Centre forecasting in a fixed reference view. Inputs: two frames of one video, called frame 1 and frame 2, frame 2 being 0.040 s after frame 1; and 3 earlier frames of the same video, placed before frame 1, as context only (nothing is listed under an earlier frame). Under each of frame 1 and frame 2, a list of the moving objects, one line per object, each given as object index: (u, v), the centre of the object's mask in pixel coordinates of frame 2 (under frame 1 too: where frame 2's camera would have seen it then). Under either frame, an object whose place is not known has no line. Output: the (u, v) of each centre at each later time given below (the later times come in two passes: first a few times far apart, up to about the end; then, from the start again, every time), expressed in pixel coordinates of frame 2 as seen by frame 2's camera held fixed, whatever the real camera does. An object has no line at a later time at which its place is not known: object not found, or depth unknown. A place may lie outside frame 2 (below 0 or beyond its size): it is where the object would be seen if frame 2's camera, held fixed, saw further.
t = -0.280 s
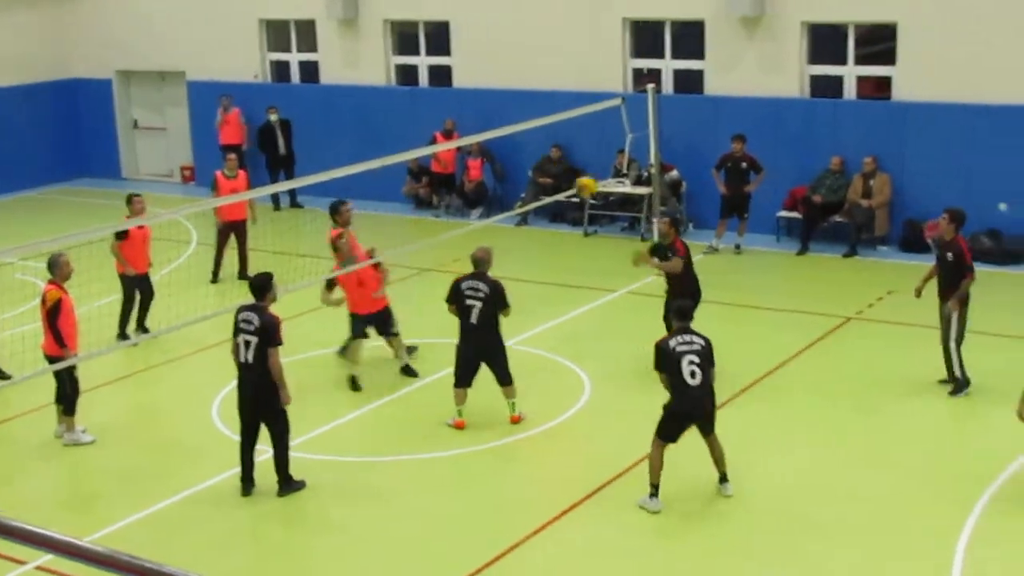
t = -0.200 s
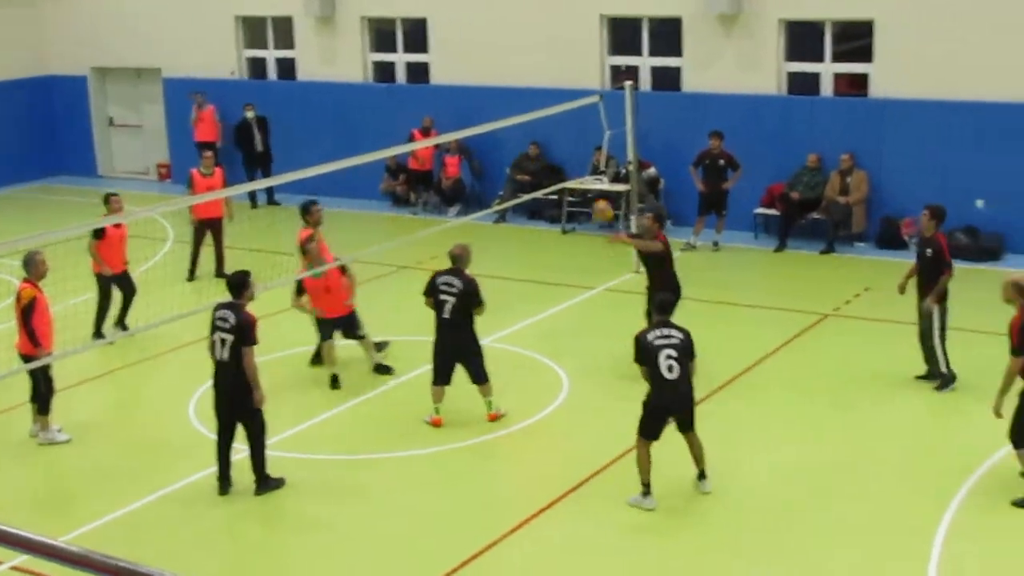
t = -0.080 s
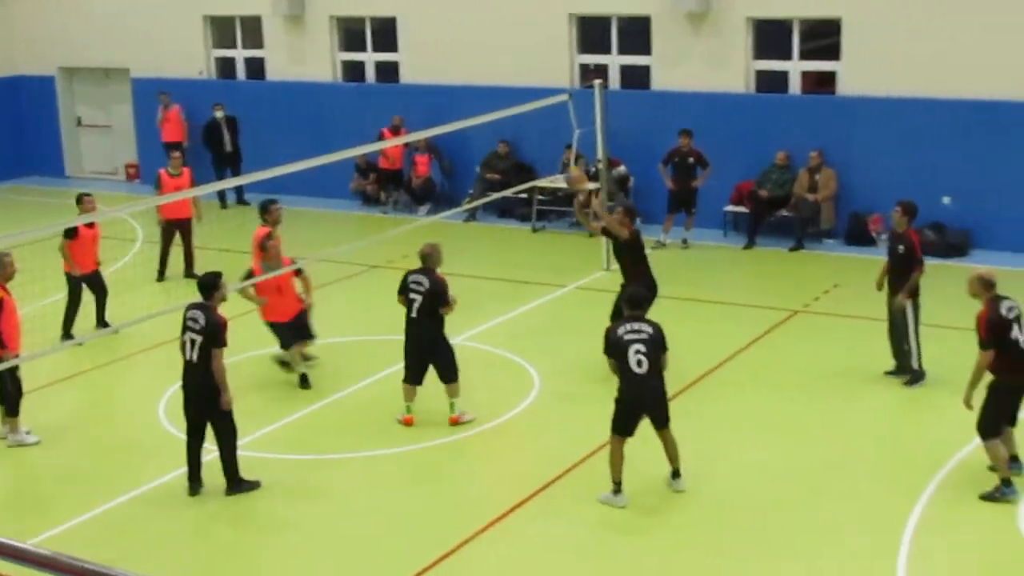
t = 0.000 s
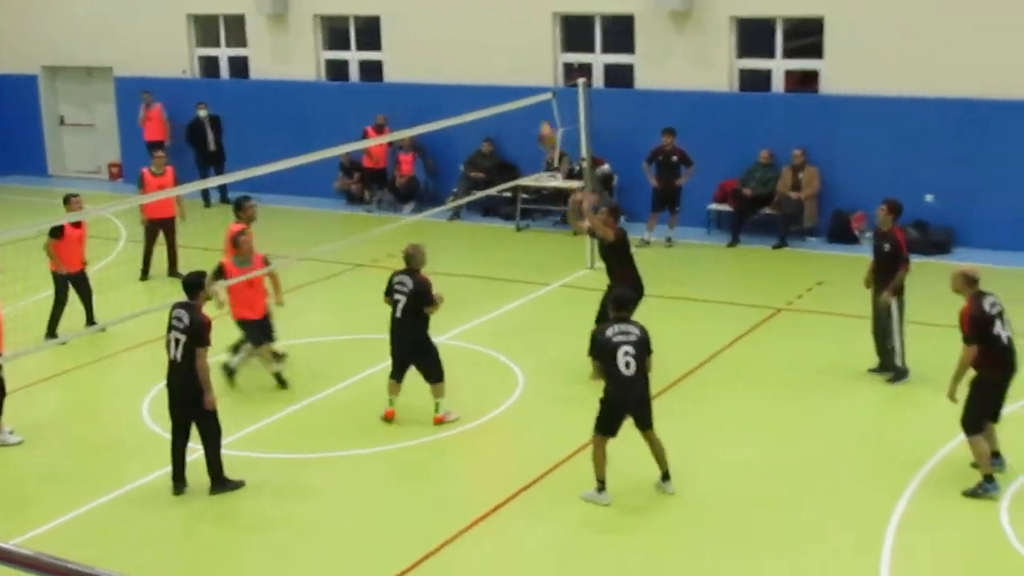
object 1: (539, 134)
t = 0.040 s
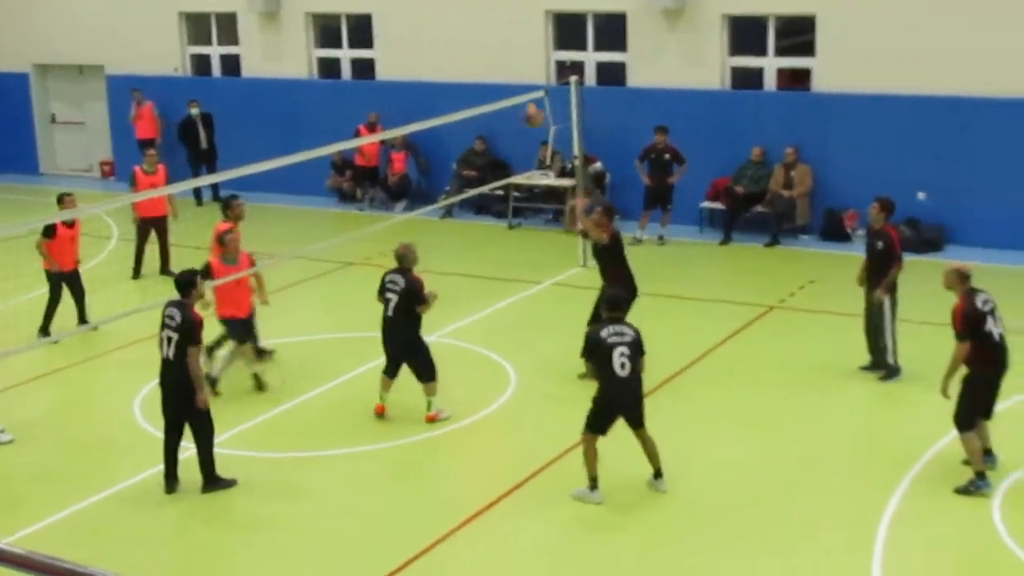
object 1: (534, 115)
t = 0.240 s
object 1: (500, 52)
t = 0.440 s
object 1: (470, 33)
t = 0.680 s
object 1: (437, 64)
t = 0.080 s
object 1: (527, 99)
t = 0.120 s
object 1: (520, 85)
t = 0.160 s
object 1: (513, 73)
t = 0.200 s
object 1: (506, 62)
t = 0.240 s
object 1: (500, 52)
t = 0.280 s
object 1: (494, 45)
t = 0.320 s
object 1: (488, 39)
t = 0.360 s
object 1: (482, 36)
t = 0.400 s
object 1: (476, 34)
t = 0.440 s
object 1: (470, 33)
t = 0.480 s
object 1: (464, 34)
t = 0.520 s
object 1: (459, 36)
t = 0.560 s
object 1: (453, 41)
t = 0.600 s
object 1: (448, 47)
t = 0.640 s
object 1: (442, 55)
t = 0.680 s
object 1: (437, 64)
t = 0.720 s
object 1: (431, 76)
